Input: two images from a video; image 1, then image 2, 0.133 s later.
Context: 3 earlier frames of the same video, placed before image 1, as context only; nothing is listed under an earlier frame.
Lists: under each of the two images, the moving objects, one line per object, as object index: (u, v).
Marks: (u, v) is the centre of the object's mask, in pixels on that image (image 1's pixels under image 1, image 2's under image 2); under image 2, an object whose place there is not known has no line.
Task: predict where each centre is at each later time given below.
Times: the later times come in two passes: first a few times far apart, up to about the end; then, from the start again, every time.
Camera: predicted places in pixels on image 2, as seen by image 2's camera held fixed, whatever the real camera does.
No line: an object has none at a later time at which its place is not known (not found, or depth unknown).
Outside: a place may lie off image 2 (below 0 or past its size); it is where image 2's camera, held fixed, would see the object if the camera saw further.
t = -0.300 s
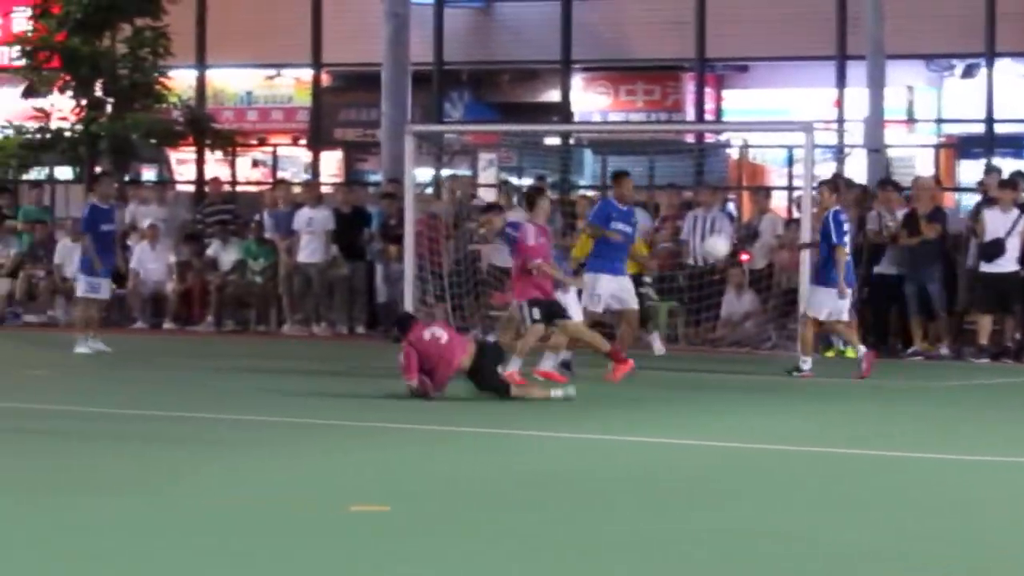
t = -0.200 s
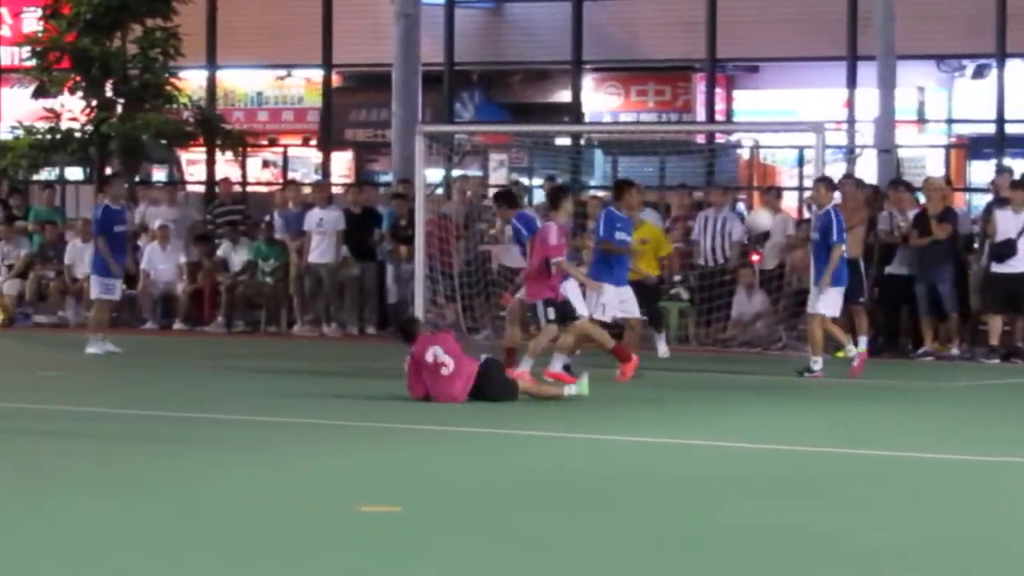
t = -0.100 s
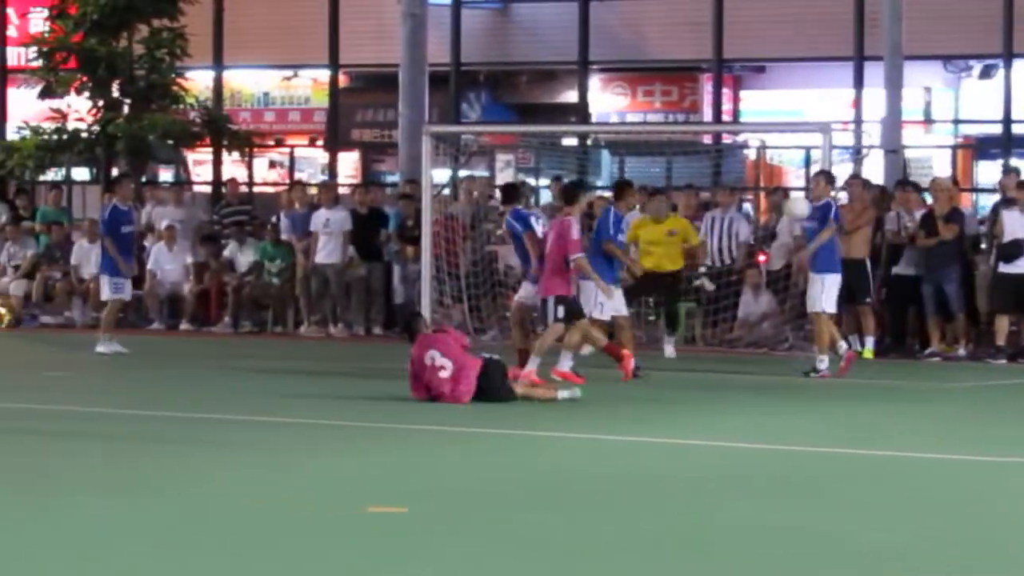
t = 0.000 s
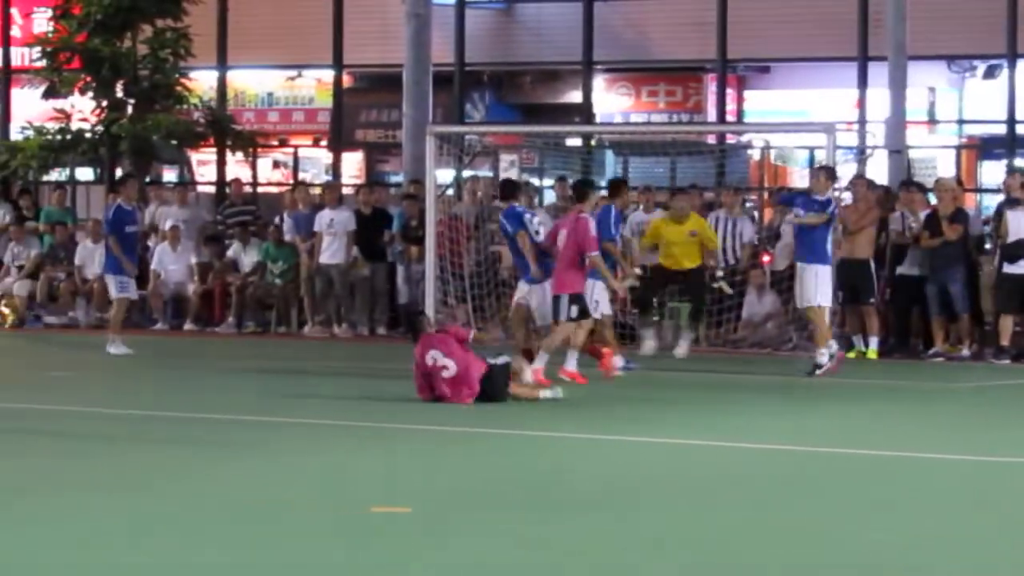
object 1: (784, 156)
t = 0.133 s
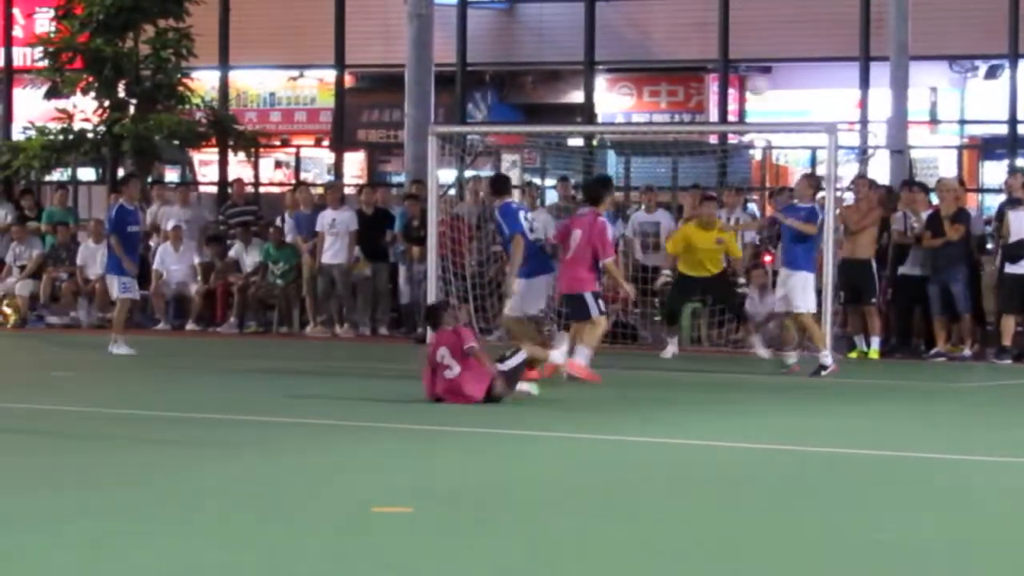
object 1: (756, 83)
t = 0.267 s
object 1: (730, 44)
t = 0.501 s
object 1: (683, 20)
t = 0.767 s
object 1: (630, 68)
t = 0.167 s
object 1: (751, 74)
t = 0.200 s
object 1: (744, 63)
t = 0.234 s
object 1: (737, 53)
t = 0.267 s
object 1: (730, 44)
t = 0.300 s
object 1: (724, 37)
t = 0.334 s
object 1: (717, 30)
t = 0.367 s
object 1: (710, 26)
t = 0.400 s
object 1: (703, 23)
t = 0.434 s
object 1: (697, 21)
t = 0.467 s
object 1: (690, 20)
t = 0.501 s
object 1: (683, 20)
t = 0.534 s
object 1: (676, 21)
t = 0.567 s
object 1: (670, 25)
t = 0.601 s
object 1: (664, 28)
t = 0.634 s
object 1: (656, 34)
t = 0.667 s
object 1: (649, 41)
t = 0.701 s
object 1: (643, 50)
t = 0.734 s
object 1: (636, 60)
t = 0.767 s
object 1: (630, 68)
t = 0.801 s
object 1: (623, 80)
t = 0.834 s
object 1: (619, 94)
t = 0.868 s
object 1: (609, 108)
